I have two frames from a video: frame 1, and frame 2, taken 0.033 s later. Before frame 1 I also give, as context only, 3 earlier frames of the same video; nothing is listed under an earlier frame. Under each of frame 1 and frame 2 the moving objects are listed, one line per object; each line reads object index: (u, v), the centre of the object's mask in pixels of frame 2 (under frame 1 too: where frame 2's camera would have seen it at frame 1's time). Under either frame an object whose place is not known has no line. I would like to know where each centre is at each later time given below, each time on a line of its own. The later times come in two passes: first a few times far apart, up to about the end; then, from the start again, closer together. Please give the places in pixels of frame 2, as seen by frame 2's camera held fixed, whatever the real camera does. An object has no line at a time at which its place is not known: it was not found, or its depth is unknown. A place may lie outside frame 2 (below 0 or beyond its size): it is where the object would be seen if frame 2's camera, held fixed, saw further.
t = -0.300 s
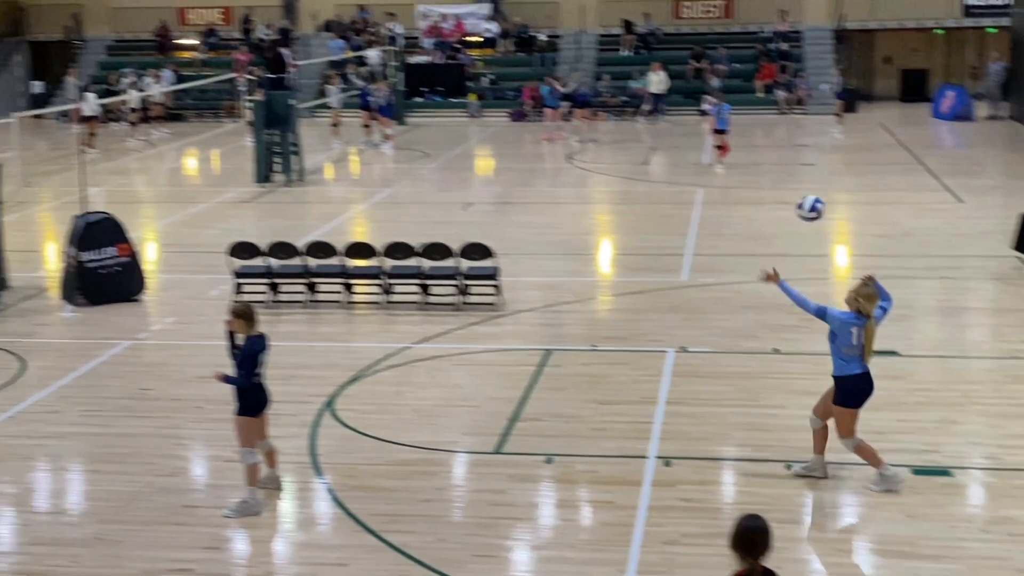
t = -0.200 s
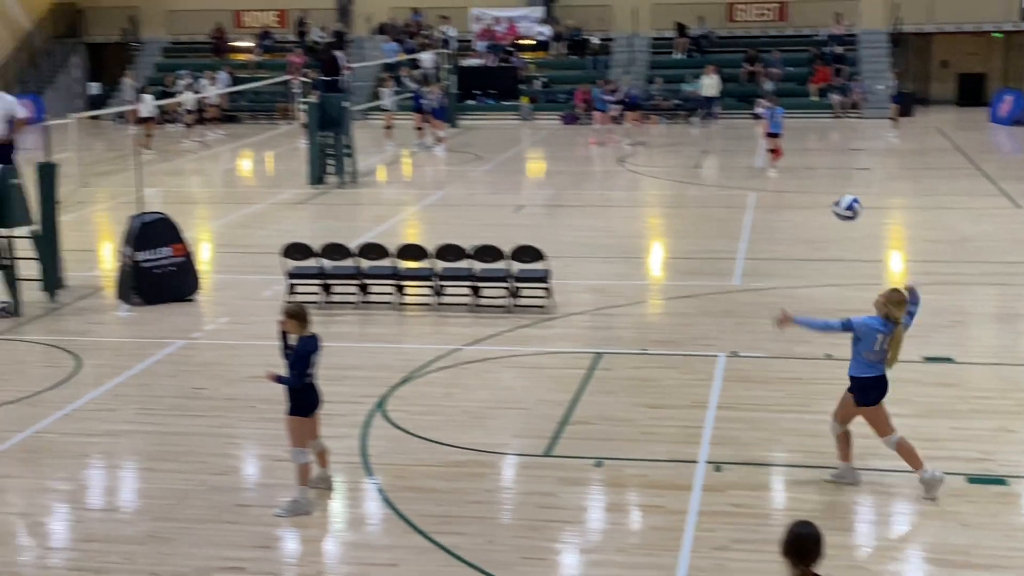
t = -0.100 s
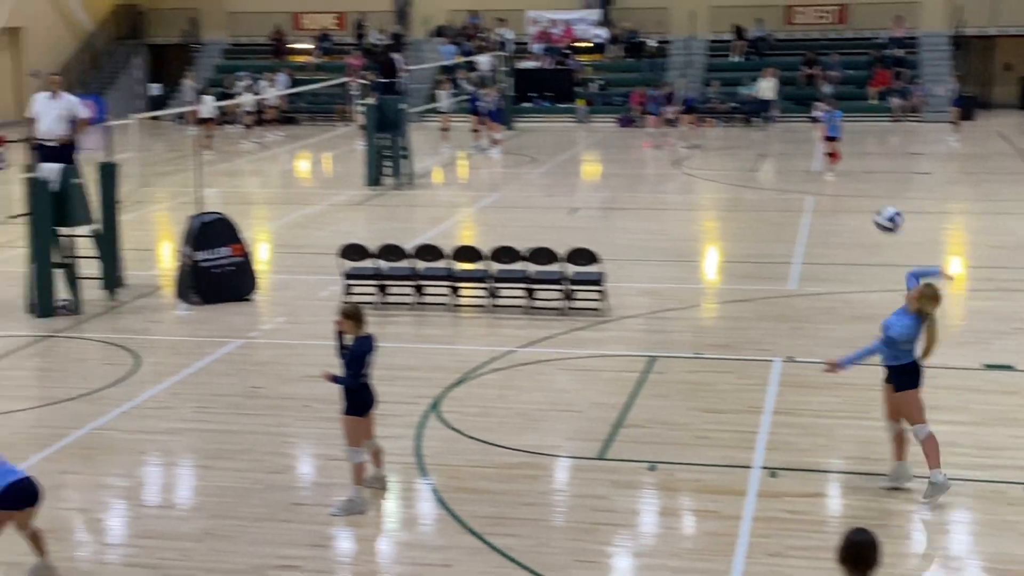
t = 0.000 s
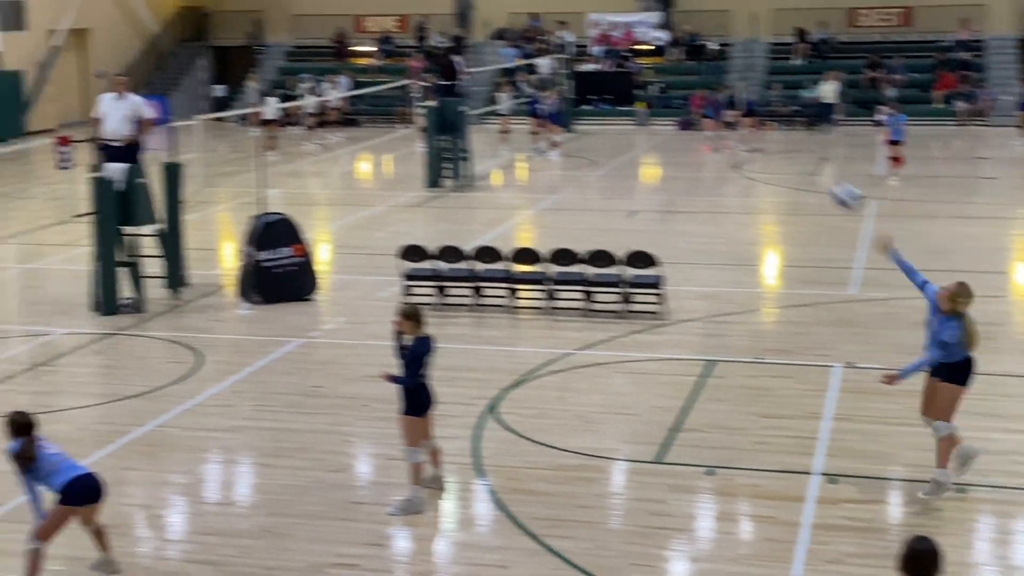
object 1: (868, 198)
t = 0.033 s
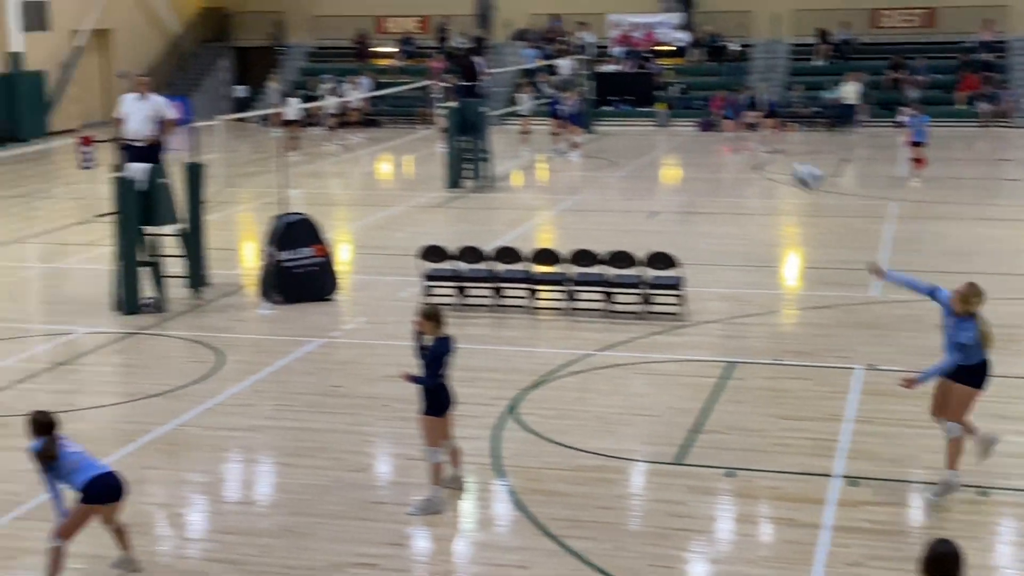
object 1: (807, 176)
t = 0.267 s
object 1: (424, 71)
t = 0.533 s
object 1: (75, 50)
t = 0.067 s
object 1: (748, 156)
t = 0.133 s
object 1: (631, 118)
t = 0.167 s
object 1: (577, 107)
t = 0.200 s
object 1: (525, 92)
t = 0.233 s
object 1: (473, 82)
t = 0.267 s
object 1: (424, 71)
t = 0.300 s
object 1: (376, 65)
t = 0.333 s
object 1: (329, 59)
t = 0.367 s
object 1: (279, 54)
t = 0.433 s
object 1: (196, 50)
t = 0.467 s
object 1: (155, 49)
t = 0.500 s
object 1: (114, 49)
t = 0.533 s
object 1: (75, 50)
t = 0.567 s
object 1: (37, 53)
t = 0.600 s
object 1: (-1, 56)
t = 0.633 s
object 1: (-36, 59)
